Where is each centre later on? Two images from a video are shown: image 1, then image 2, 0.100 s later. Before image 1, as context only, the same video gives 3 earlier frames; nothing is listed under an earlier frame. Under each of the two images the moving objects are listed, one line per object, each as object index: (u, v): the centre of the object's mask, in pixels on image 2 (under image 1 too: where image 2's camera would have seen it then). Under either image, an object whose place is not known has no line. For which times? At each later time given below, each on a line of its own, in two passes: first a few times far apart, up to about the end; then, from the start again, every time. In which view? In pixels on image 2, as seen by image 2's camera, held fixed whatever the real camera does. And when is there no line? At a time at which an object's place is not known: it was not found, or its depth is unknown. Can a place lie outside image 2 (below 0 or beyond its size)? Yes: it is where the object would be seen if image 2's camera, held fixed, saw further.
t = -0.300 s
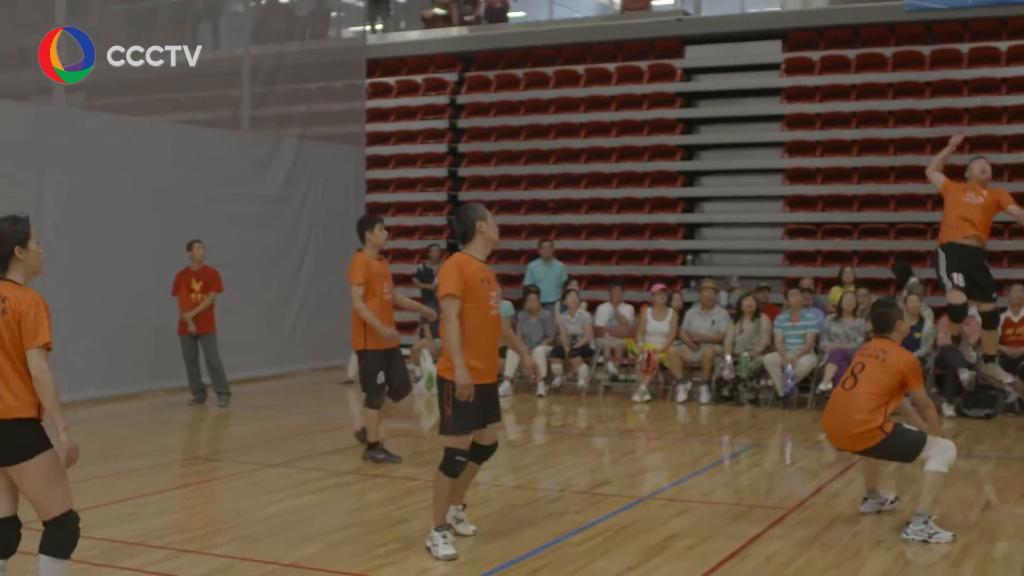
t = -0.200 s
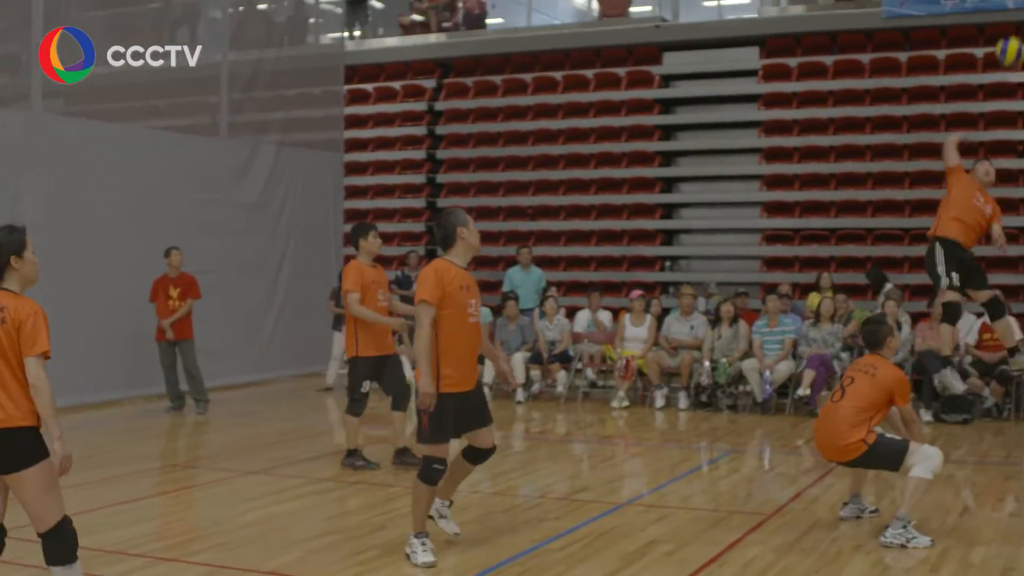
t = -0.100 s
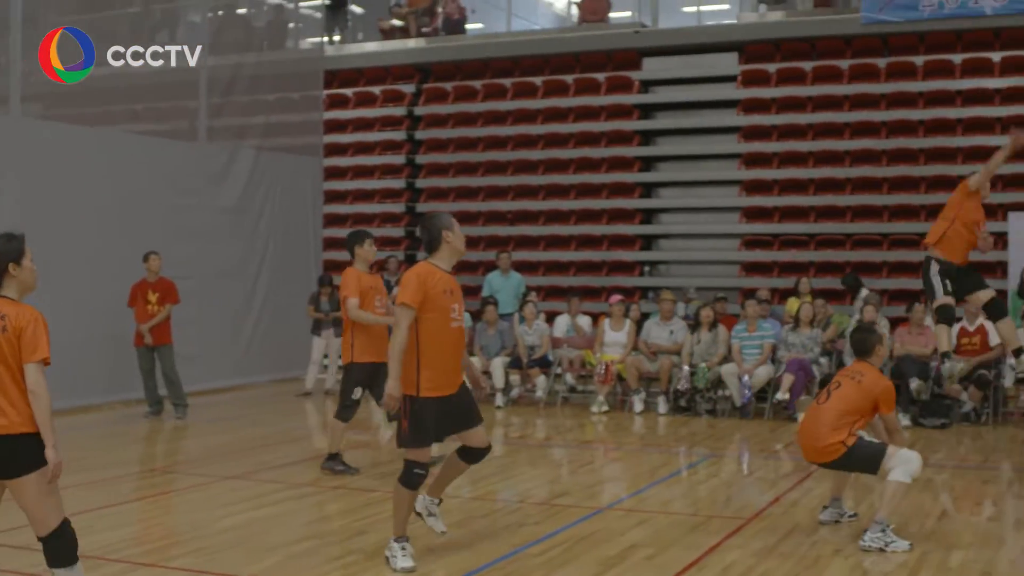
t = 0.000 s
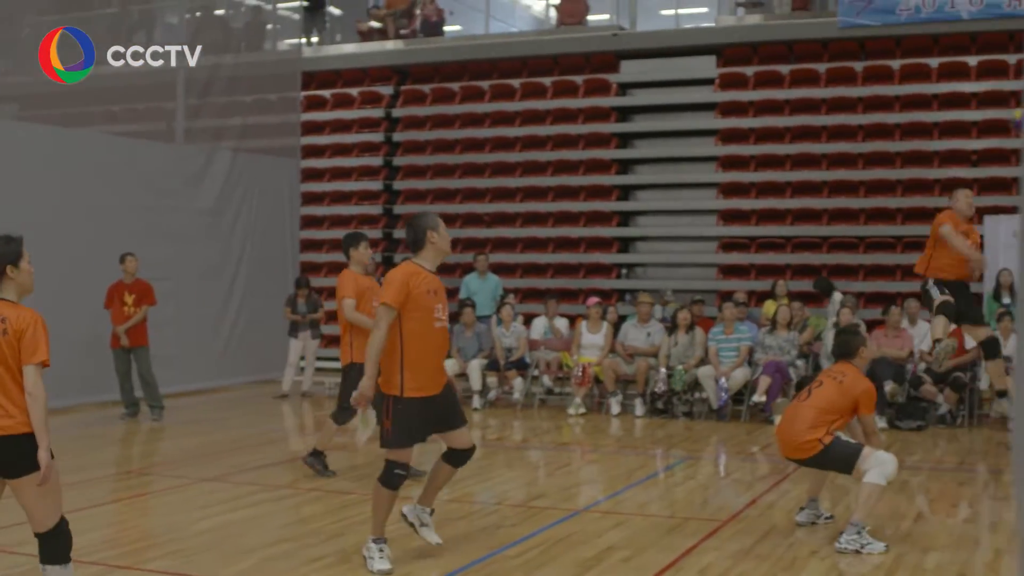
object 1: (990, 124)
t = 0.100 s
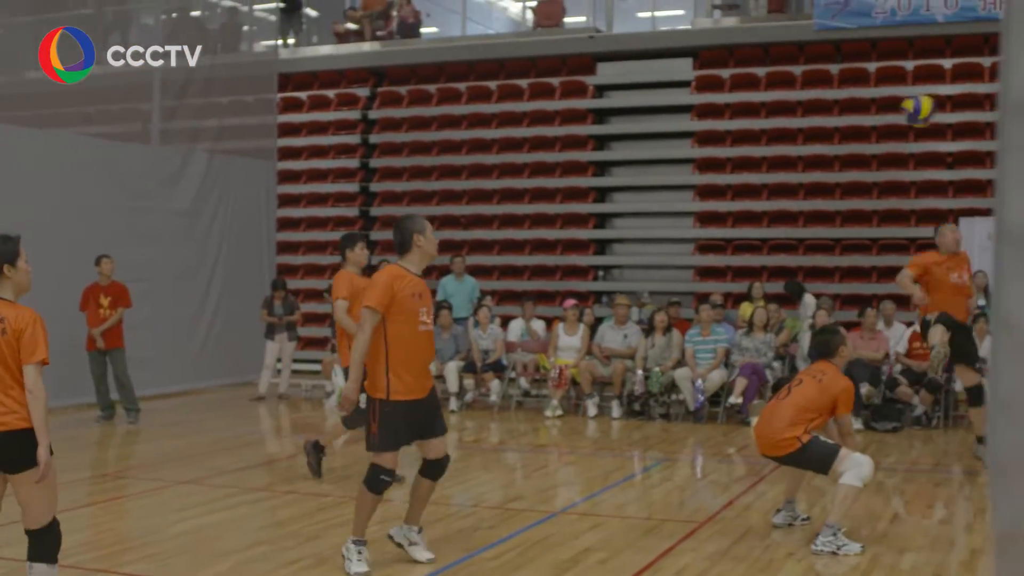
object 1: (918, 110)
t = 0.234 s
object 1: (803, 116)
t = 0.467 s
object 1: (581, 202)
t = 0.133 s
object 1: (890, 108)
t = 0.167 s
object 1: (861, 109)
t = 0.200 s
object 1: (832, 110)
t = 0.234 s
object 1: (803, 116)
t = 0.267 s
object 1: (773, 122)
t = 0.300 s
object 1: (741, 129)
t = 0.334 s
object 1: (710, 140)
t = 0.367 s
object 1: (679, 151)
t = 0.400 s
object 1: (646, 166)
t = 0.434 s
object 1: (613, 182)
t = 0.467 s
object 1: (581, 202)
